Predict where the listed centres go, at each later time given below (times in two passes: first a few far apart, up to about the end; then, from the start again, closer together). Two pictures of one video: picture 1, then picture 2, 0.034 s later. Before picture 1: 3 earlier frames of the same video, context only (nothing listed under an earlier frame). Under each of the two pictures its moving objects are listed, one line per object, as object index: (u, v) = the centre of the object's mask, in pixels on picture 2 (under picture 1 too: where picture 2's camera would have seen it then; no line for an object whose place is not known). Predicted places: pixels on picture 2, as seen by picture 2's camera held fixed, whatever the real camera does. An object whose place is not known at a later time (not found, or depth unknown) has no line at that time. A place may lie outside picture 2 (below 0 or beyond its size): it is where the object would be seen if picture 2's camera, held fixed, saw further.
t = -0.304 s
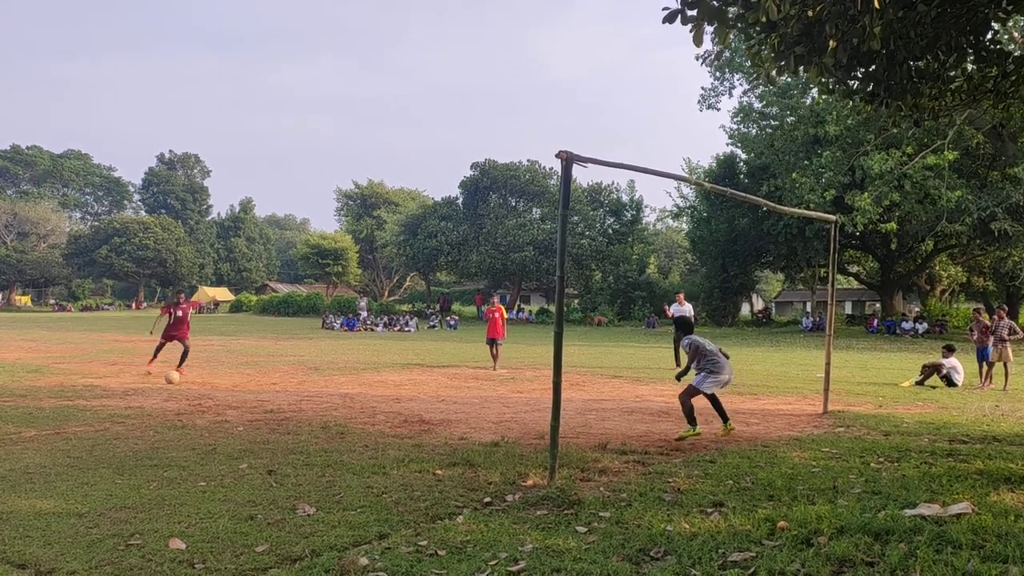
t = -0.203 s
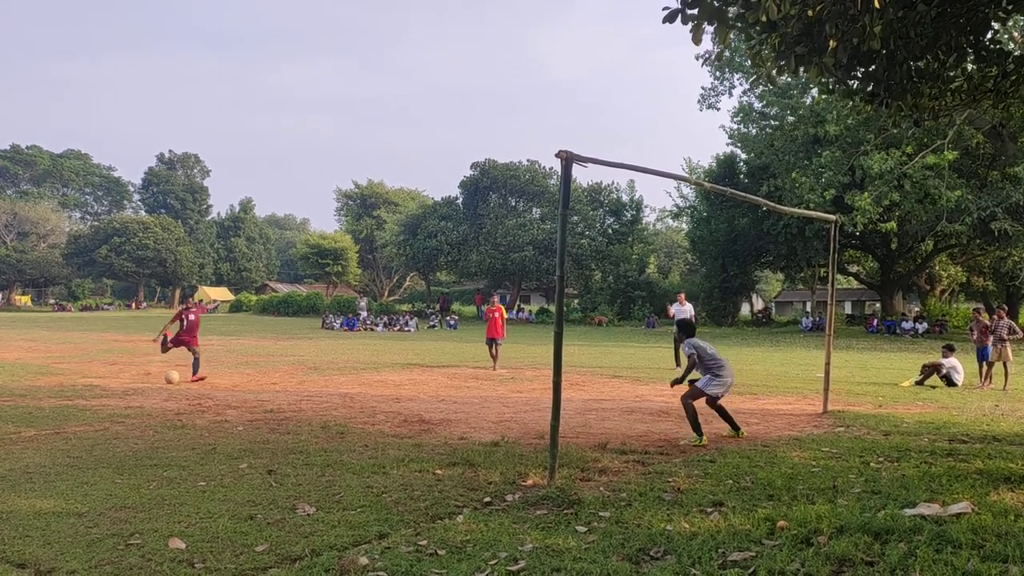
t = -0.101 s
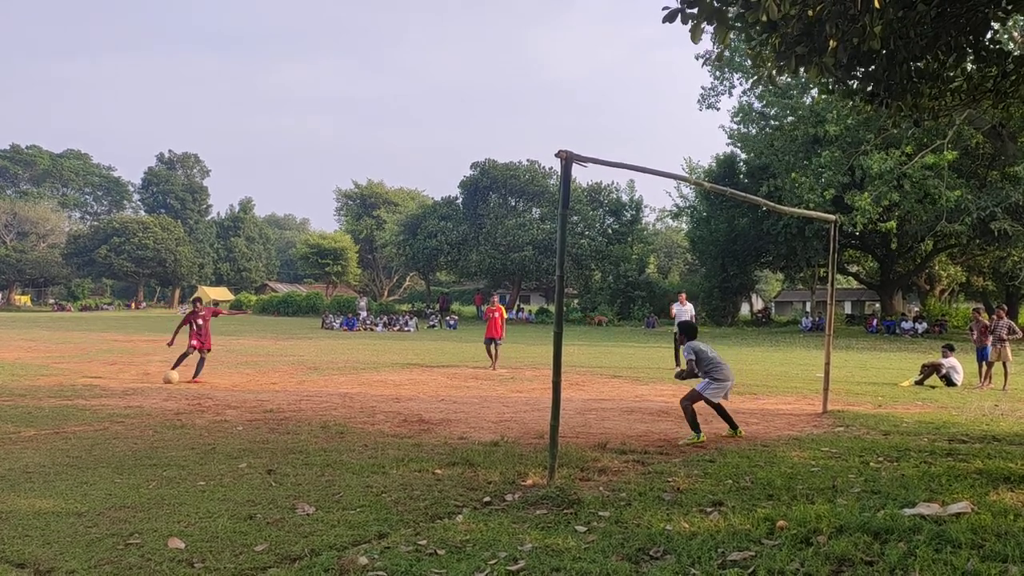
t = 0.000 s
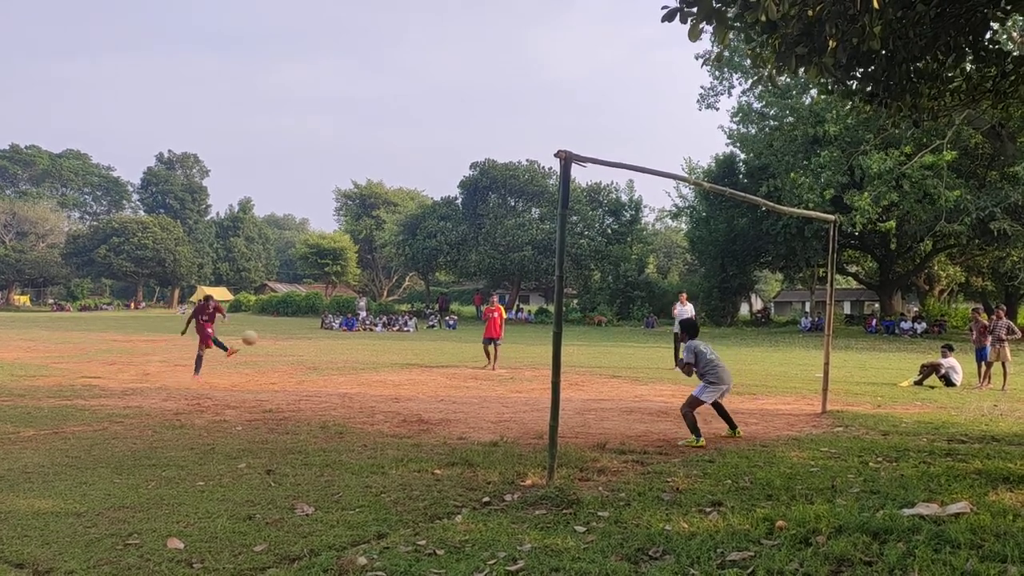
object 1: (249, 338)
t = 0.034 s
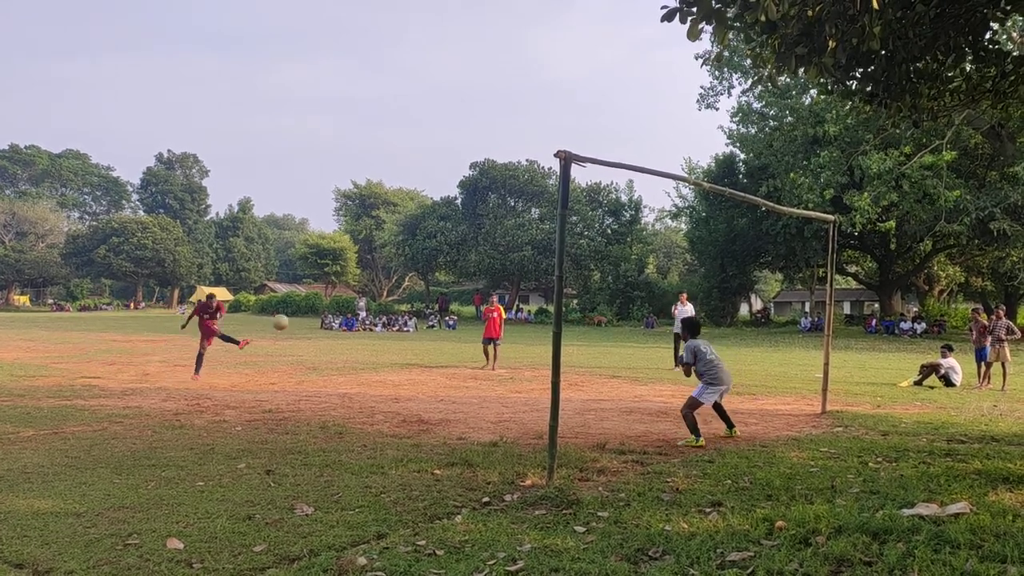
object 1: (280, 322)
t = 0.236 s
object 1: (525, 201)
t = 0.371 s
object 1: (795, 77)
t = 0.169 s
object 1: (428, 247)
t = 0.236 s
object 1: (525, 201)
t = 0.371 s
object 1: (795, 77)
